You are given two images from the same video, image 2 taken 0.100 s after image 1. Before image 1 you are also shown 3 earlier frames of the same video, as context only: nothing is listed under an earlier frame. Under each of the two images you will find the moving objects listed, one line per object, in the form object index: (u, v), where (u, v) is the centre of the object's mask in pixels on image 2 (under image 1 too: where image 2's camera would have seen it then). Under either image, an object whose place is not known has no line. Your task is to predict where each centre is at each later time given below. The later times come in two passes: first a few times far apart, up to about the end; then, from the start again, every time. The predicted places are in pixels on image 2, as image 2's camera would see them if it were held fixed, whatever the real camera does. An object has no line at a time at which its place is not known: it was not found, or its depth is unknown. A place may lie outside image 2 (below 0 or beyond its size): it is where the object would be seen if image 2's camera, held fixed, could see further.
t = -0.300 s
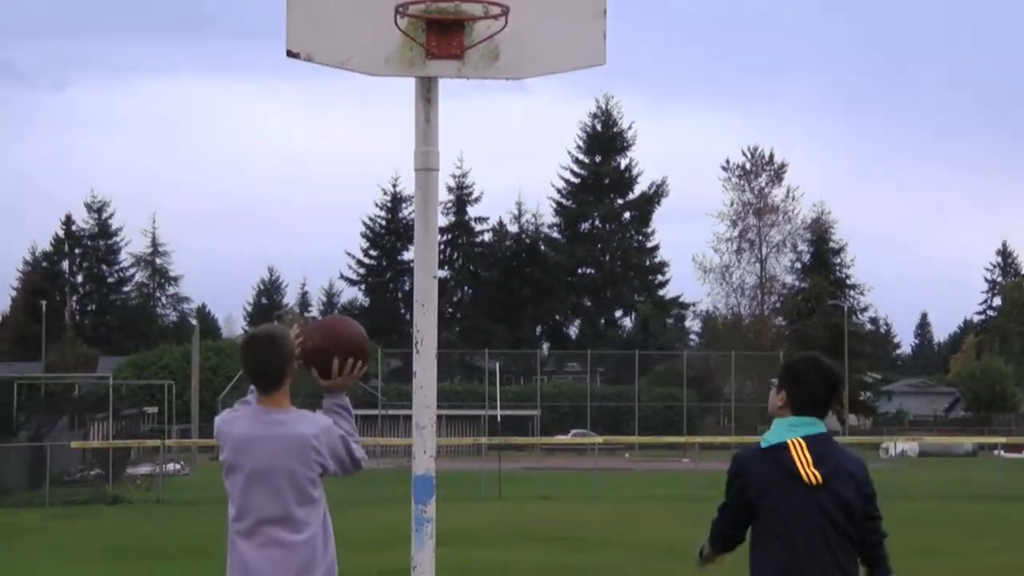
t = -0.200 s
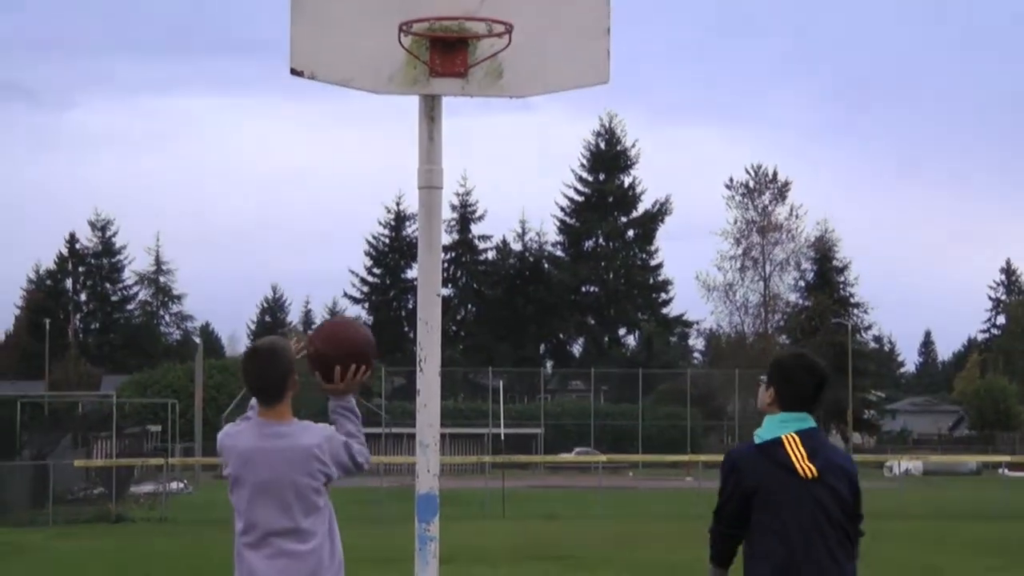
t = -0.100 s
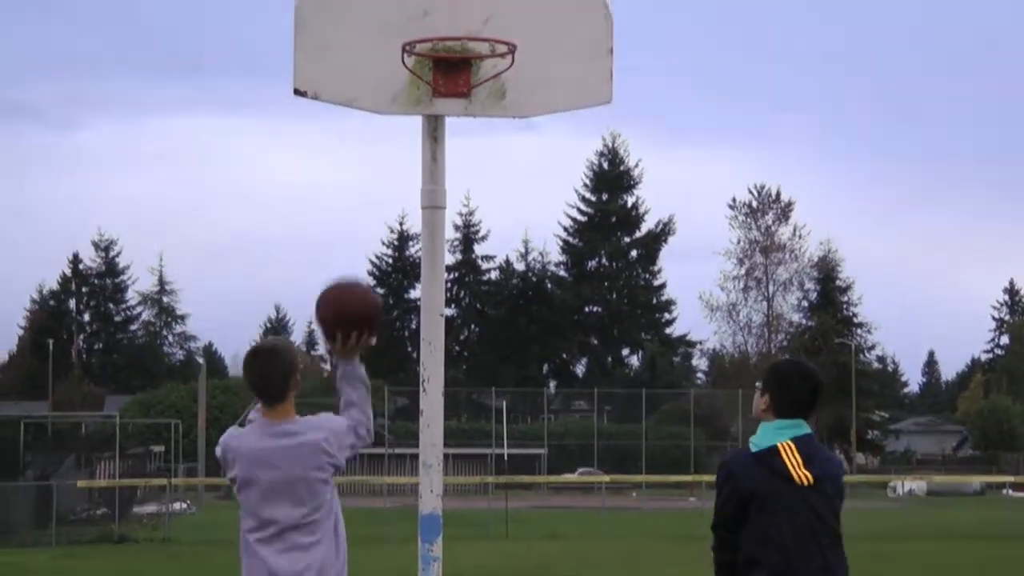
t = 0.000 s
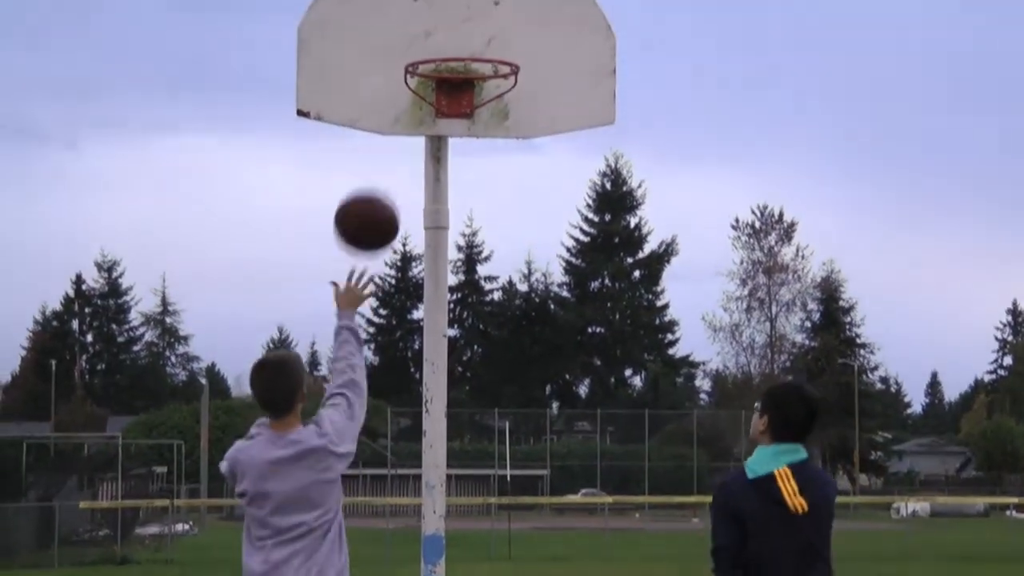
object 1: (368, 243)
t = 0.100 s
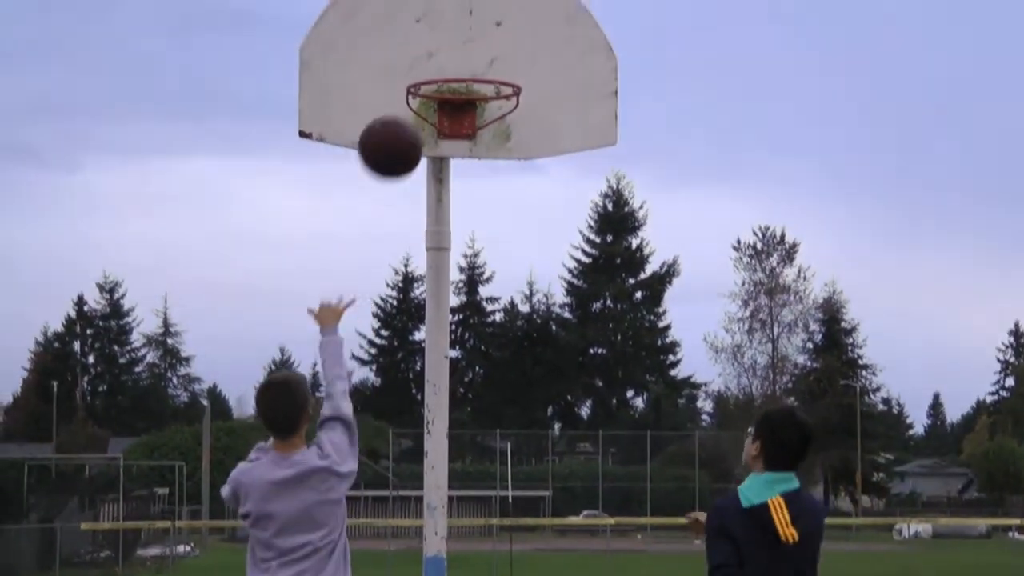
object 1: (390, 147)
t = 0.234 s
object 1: (417, 64)
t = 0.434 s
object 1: (455, 27)
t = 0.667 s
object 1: (491, 53)
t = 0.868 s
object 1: (476, 95)
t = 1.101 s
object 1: (427, 206)
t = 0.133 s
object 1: (396, 123)
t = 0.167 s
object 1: (403, 100)
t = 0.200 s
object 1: (410, 81)
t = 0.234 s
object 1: (417, 64)
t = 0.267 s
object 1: (423, 51)
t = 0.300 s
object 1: (430, 41)
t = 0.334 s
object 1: (436, 33)
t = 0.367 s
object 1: (442, 29)
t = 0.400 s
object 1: (449, 26)
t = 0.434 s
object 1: (455, 27)
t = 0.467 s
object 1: (461, 30)
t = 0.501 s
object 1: (467, 36)
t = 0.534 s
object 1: (473, 45)
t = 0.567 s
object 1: (477, 46)
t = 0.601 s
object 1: (482, 46)
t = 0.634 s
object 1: (486, 48)
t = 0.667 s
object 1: (491, 53)
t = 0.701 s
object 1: (495, 63)
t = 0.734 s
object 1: (495, 70)
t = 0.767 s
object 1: (493, 76)
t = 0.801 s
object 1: (490, 82)
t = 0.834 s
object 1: (484, 88)
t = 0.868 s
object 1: (476, 95)
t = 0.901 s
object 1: (470, 104)
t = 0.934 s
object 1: (461, 114)
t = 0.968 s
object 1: (455, 127)
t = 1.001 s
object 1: (447, 145)
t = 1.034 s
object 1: (441, 161)
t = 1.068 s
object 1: (434, 182)
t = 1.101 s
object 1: (427, 206)
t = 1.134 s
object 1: (421, 232)
